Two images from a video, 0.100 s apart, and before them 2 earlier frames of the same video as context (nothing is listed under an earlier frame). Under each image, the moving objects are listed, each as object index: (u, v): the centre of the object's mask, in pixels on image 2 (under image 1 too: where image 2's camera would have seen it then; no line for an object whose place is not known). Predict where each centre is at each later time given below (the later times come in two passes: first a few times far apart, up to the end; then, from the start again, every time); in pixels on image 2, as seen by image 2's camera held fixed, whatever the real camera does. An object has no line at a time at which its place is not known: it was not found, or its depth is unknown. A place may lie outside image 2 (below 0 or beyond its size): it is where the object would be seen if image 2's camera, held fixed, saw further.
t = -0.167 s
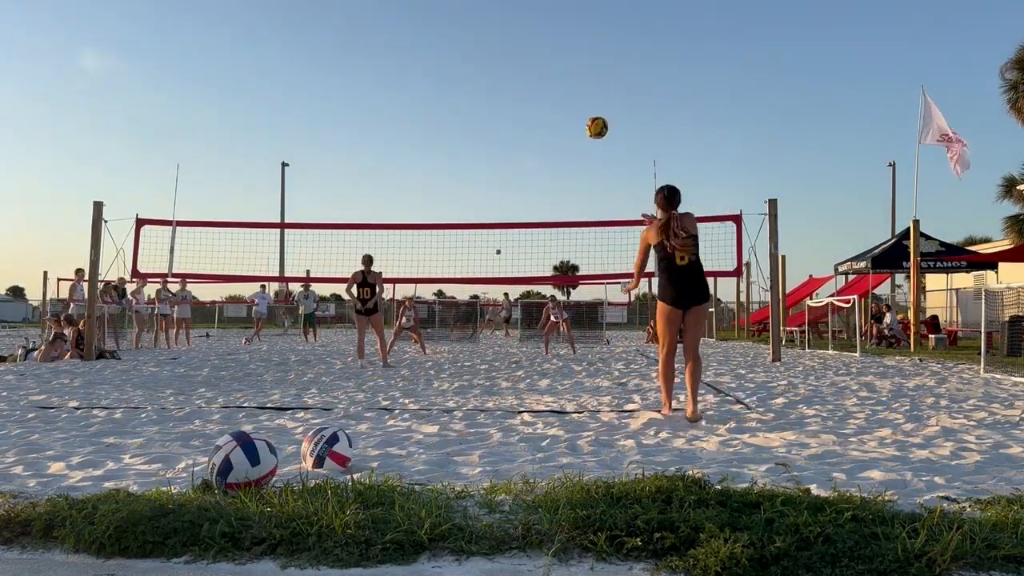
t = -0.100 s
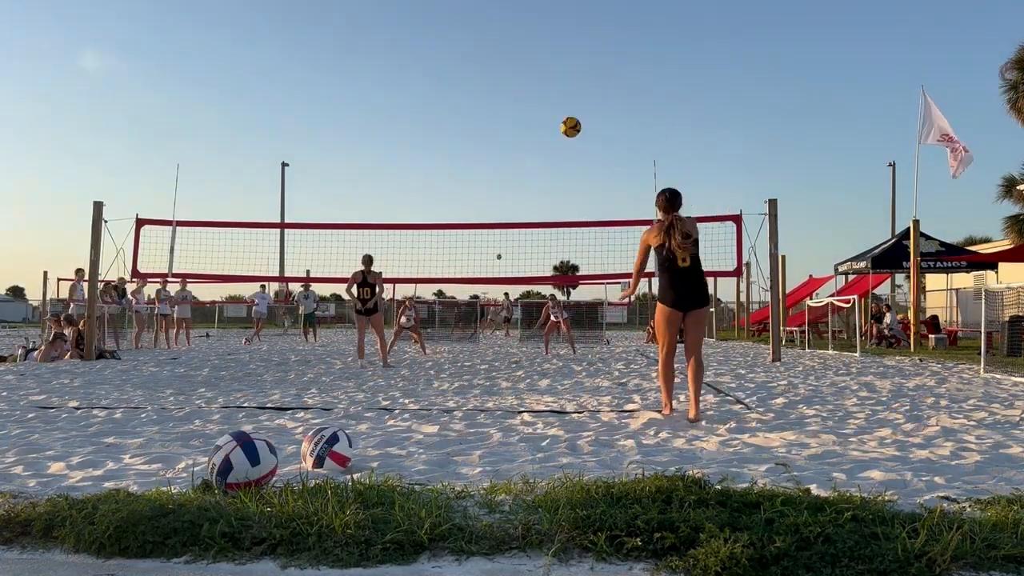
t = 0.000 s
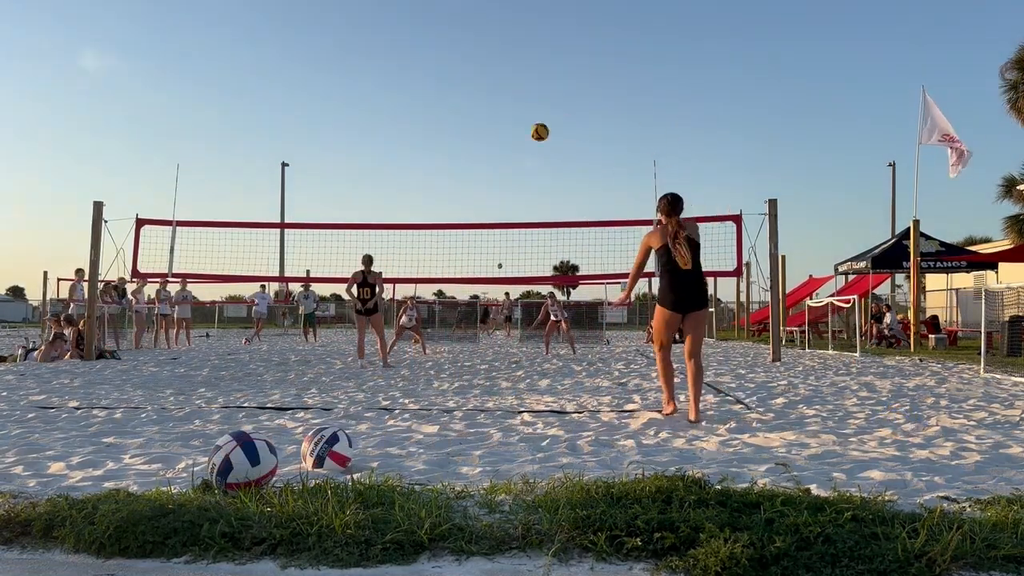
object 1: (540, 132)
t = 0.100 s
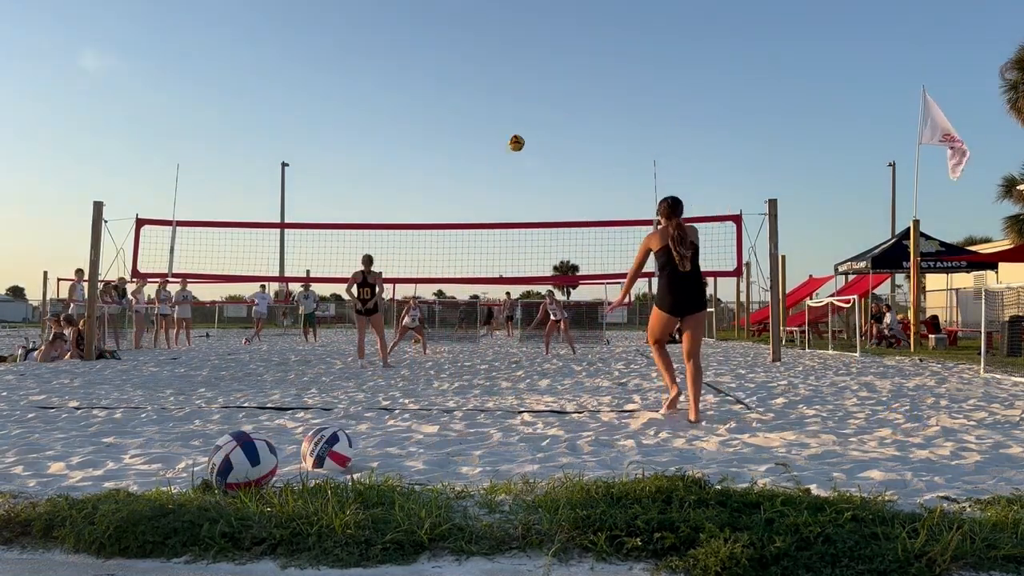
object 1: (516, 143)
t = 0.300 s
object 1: (483, 176)
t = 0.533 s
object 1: (460, 233)
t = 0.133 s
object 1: (509, 147)
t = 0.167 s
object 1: (504, 152)
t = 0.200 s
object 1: (498, 158)
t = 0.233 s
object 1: (493, 163)
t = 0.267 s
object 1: (488, 170)
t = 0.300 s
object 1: (483, 176)
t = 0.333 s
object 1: (479, 183)
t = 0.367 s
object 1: (476, 191)
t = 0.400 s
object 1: (472, 198)
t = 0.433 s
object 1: (469, 206)
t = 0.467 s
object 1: (466, 214)
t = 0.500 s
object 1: (463, 220)
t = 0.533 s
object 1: (460, 233)
